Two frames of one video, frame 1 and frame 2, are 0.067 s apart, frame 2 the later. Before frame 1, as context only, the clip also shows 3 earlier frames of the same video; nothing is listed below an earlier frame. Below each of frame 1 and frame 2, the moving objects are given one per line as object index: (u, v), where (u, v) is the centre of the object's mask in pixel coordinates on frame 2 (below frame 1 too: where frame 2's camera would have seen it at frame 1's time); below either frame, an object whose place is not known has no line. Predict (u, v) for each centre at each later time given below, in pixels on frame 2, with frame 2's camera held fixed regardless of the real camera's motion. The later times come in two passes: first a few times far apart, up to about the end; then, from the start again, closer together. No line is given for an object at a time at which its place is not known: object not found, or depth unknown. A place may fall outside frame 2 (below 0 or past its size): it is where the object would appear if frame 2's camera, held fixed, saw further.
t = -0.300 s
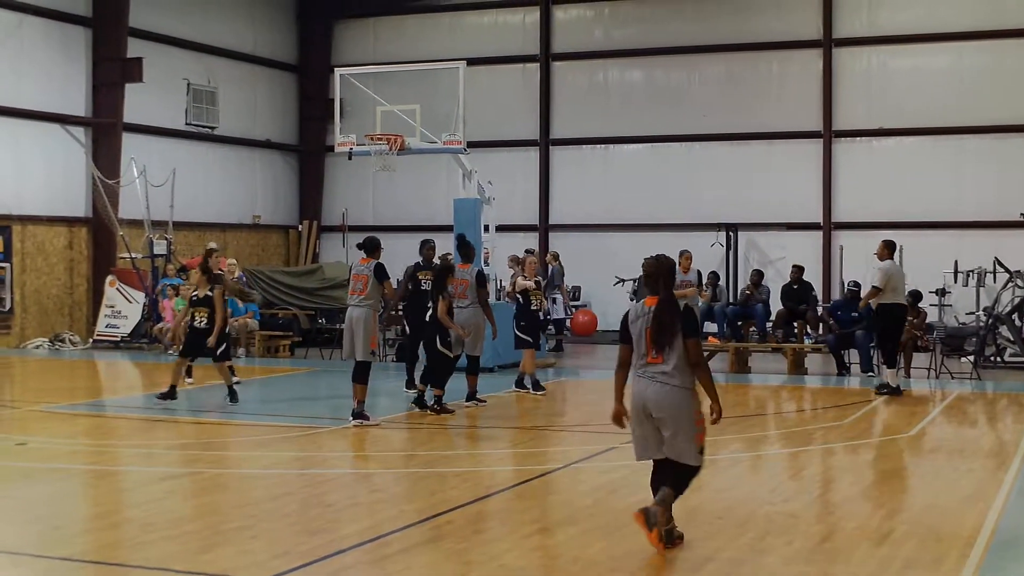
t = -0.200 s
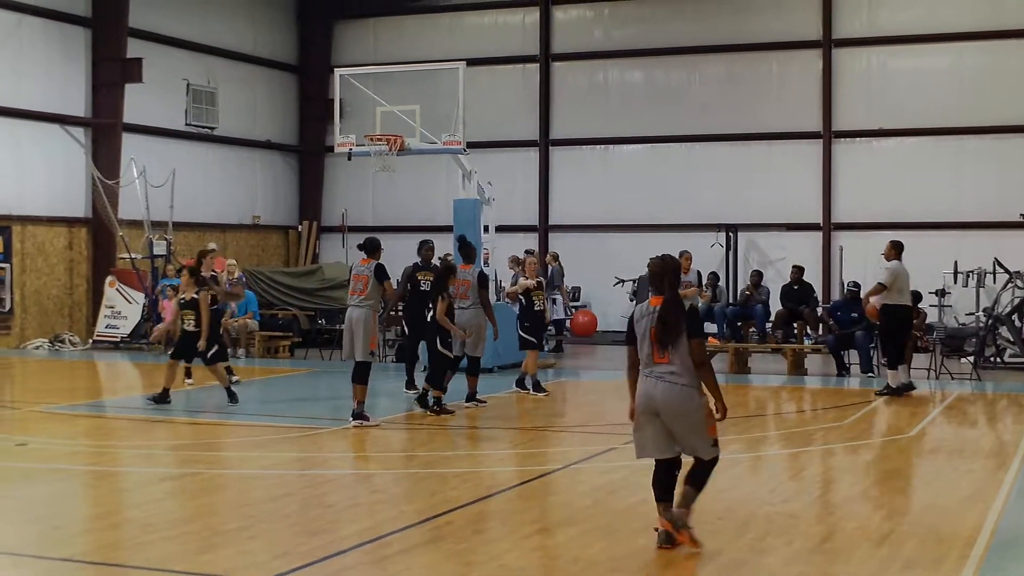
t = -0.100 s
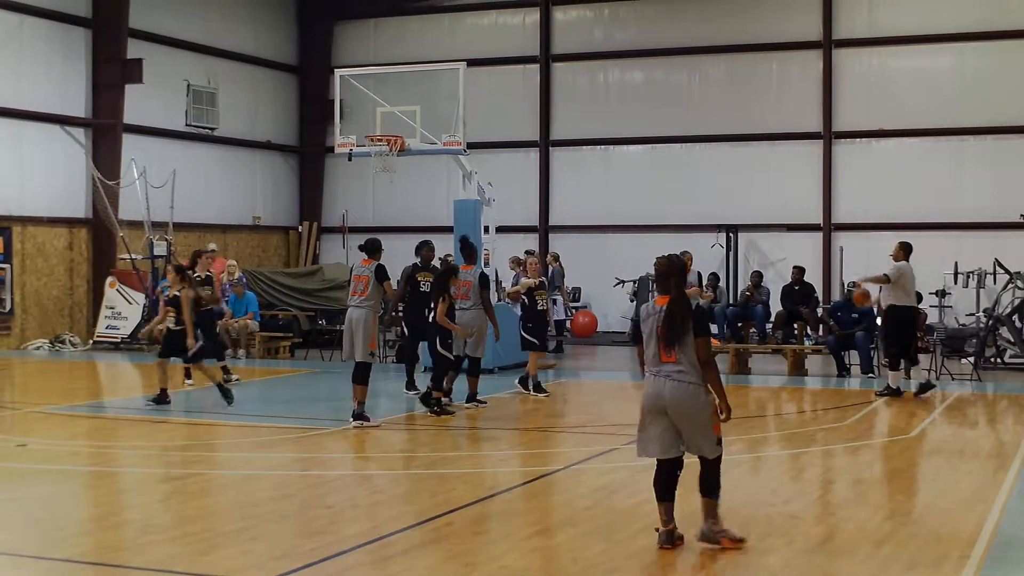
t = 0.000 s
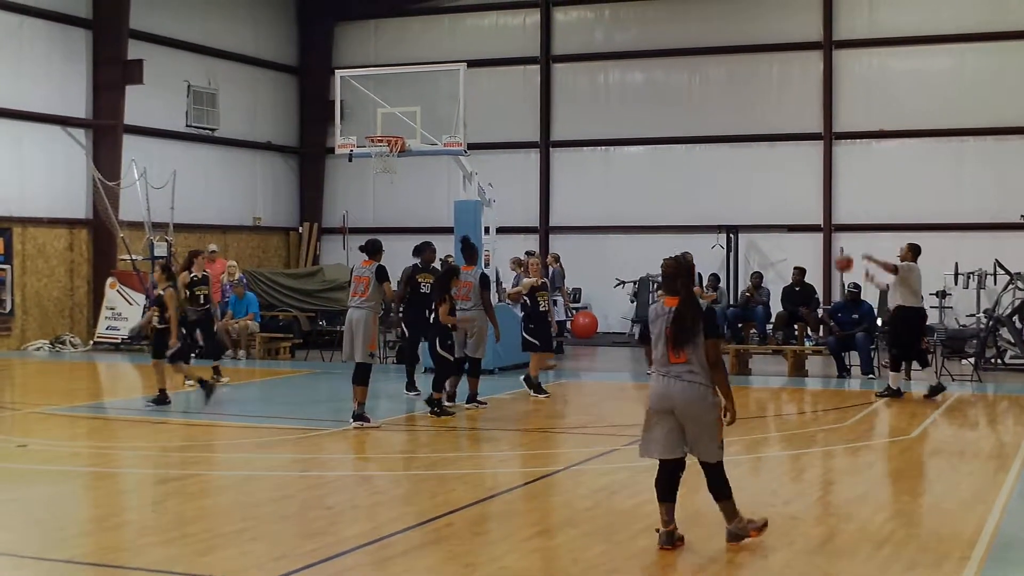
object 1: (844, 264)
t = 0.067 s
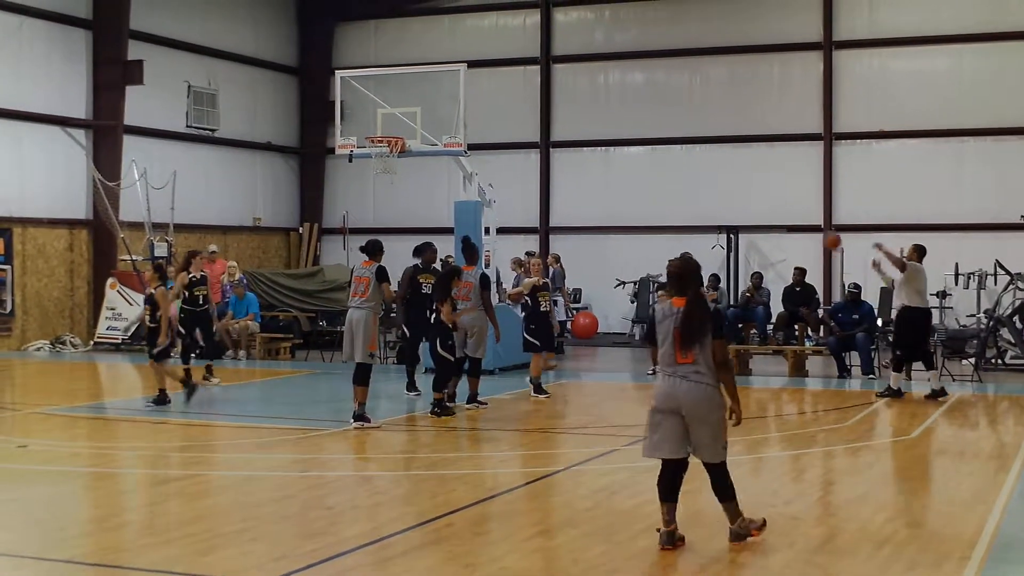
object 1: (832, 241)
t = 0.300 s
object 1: (789, 192)
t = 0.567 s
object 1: (743, 191)
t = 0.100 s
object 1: (826, 231)
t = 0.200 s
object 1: (808, 208)
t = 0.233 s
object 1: (801, 202)
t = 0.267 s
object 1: (796, 196)
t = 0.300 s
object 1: (789, 192)
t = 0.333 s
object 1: (784, 189)
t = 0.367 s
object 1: (777, 187)
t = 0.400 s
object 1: (772, 185)
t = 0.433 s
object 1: (766, 184)
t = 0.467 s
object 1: (760, 185)
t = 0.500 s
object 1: (755, 186)
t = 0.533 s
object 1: (749, 188)
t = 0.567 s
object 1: (743, 191)
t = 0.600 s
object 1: (738, 194)
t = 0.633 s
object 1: (732, 199)
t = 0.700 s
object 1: (721, 212)
